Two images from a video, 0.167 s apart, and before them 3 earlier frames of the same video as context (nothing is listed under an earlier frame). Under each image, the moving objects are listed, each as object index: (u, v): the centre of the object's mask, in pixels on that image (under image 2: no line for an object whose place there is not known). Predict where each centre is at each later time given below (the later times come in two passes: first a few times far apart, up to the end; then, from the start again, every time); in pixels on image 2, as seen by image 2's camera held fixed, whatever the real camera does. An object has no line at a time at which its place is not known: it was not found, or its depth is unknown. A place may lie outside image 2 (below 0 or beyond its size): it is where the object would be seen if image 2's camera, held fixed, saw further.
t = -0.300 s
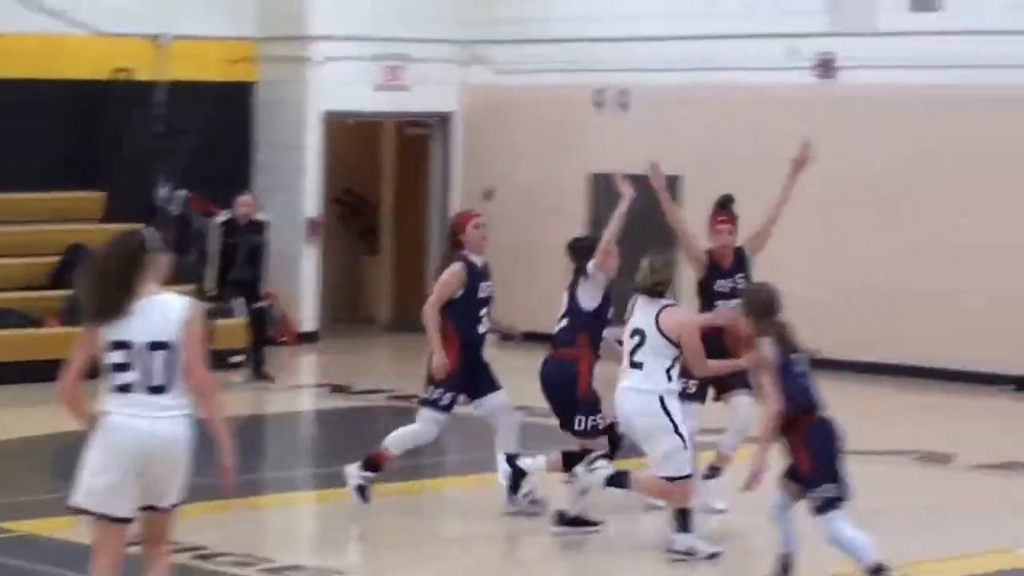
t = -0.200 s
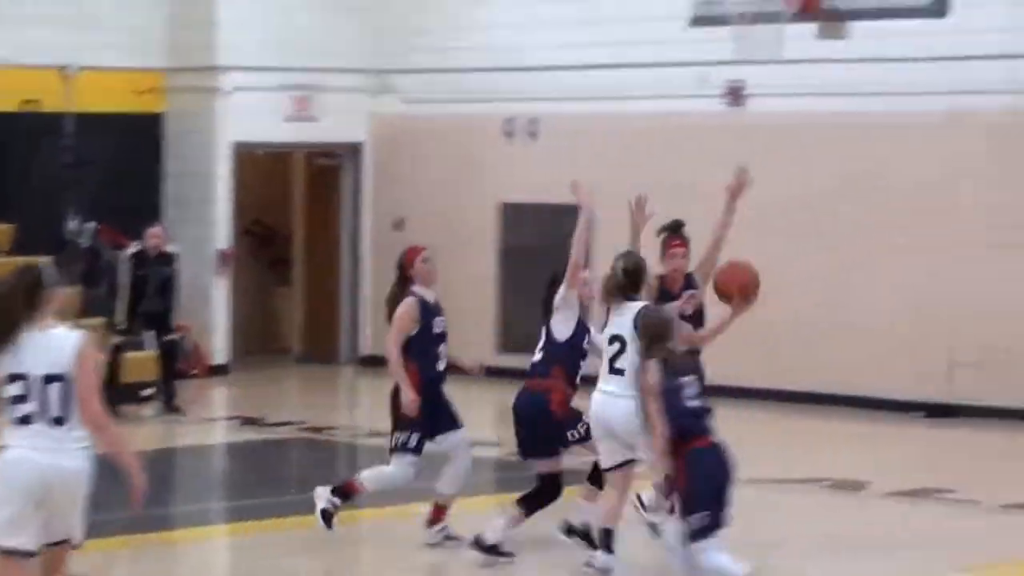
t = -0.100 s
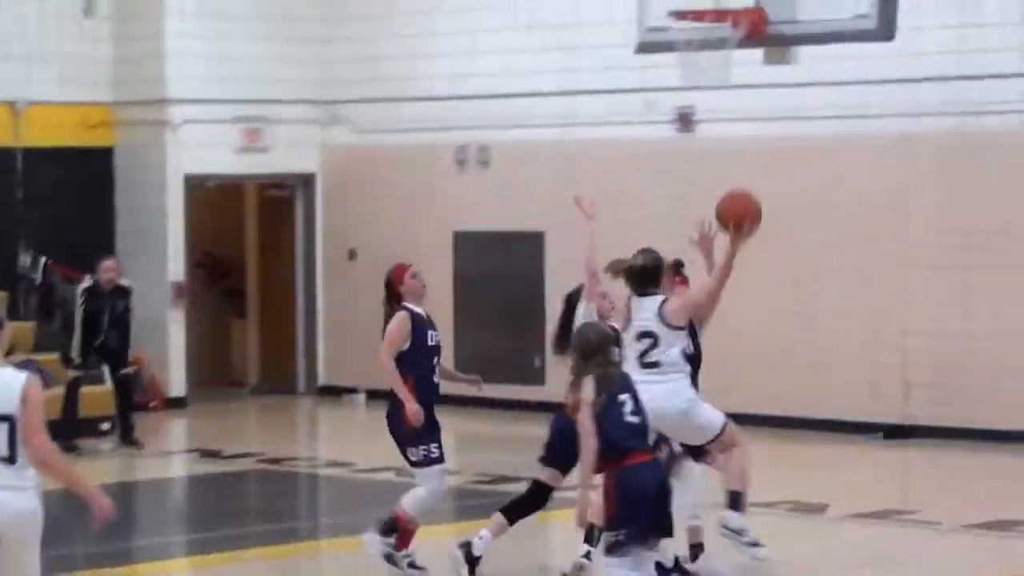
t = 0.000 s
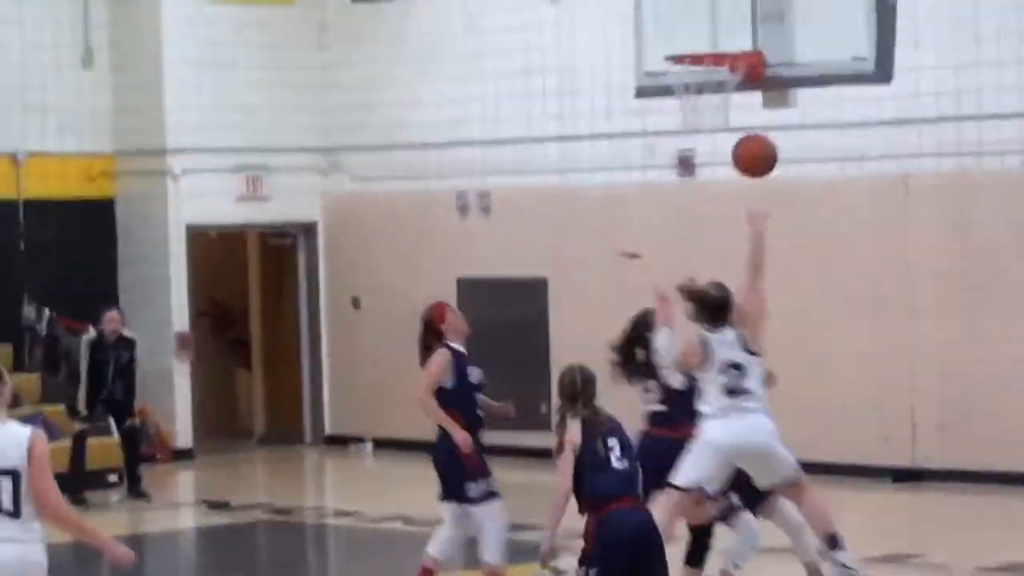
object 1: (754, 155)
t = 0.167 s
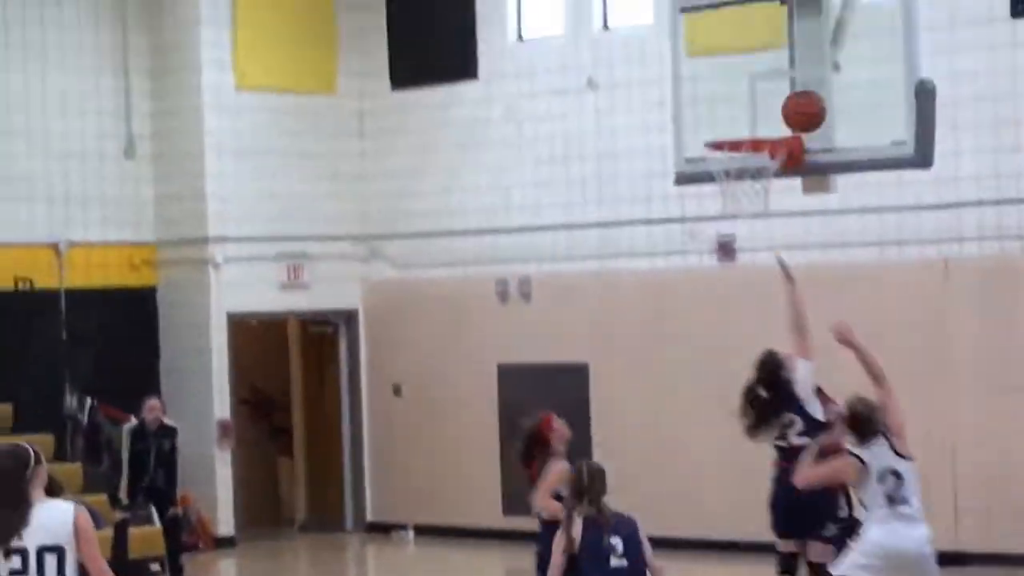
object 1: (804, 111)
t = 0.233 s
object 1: (808, 78)
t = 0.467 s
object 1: (822, 28)
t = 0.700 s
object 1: (775, 67)
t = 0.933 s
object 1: (685, 129)
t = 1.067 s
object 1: (636, 157)
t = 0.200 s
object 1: (806, 93)
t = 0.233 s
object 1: (808, 78)
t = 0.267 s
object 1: (809, 66)
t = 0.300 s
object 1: (810, 55)
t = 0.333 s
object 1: (812, 45)
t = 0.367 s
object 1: (815, 38)
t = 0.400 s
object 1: (818, 32)
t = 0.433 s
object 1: (820, 29)
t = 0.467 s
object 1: (822, 28)
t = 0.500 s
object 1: (825, 28)
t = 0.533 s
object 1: (827, 30)
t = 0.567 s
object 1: (829, 35)
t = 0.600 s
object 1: (817, 40)
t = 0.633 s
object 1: (803, 48)
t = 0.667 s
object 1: (789, 56)
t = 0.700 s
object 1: (775, 67)
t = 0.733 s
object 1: (762, 80)
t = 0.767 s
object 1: (748, 95)
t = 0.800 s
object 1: (734, 112)
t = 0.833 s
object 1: (721, 129)
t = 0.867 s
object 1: (709, 127)
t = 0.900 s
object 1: (697, 127)
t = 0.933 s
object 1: (685, 129)
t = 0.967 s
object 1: (673, 134)
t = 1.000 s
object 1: (661, 140)
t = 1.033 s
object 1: (648, 148)
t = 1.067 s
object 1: (636, 157)
